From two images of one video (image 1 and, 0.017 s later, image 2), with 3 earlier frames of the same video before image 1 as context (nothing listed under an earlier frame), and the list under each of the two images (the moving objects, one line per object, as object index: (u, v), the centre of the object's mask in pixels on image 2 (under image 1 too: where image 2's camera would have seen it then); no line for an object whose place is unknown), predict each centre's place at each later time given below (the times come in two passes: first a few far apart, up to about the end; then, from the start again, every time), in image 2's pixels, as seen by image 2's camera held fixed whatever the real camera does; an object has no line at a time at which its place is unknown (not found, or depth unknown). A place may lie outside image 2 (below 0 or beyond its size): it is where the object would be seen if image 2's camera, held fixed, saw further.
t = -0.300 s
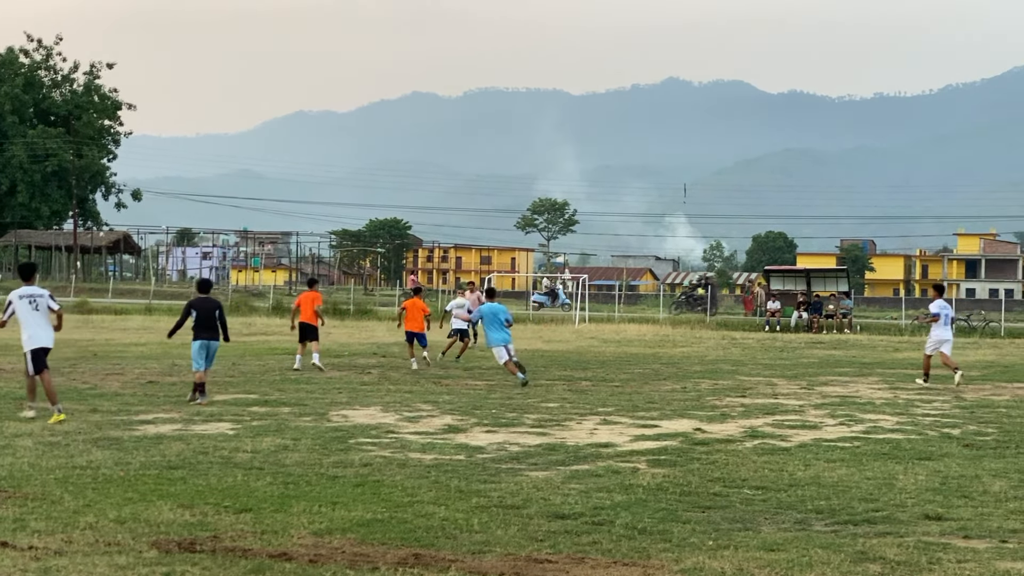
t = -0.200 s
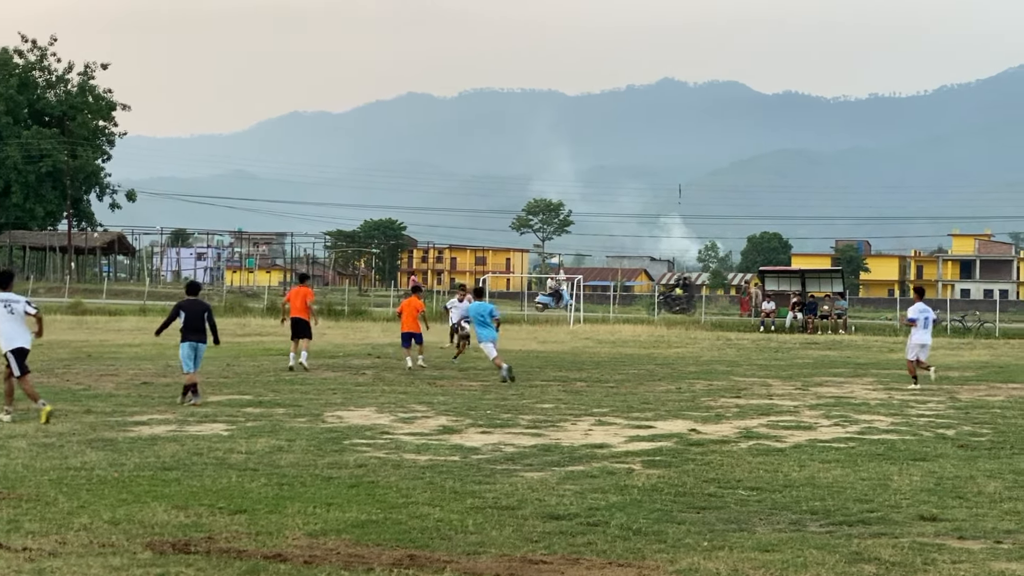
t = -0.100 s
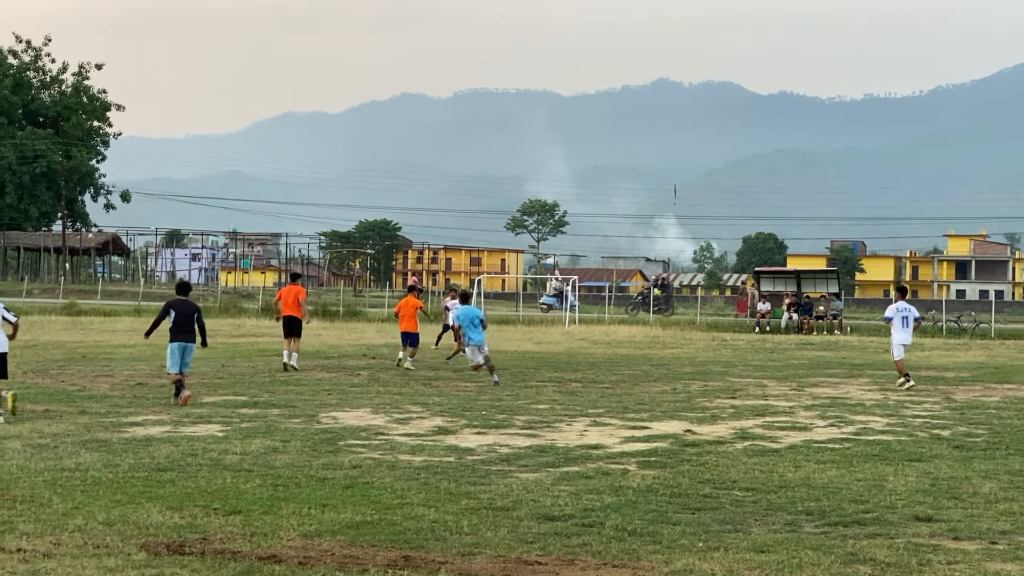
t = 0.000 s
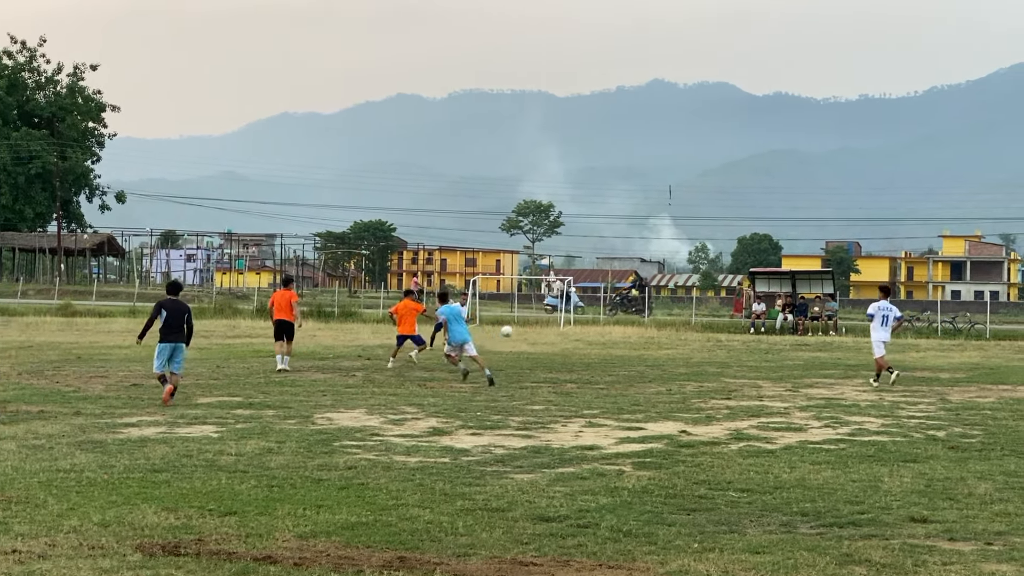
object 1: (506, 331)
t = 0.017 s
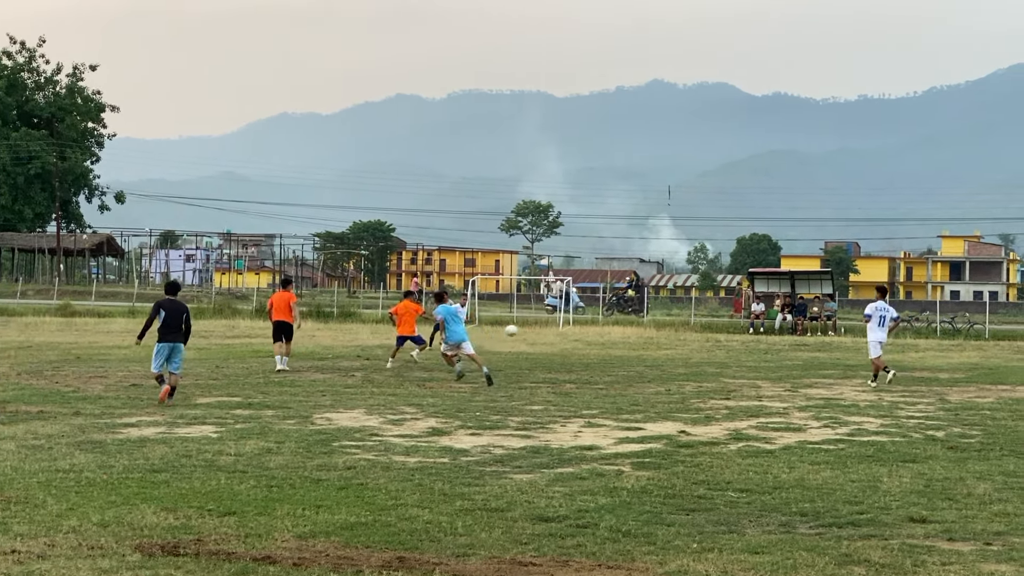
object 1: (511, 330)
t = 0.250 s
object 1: (586, 332)
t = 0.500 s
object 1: (677, 366)
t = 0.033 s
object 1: (516, 330)
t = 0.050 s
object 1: (521, 329)
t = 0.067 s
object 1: (526, 329)
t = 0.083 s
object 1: (532, 328)
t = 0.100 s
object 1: (536, 328)
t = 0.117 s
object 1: (542, 328)
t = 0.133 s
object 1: (547, 328)
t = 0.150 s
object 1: (552, 329)
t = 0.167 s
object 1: (558, 329)
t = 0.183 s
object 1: (563, 329)
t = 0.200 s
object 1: (569, 330)
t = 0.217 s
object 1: (575, 330)
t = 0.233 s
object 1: (580, 331)
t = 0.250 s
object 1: (586, 332)
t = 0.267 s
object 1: (592, 334)
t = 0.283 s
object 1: (597, 335)
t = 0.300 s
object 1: (604, 336)
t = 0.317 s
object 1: (609, 337)
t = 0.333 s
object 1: (615, 339)
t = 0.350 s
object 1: (622, 341)
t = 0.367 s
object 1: (628, 344)
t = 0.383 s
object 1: (633, 346)
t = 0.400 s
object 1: (640, 348)
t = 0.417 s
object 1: (646, 350)
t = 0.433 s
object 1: (652, 353)
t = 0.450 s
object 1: (658, 356)
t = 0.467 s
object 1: (665, 360)
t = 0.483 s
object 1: (671, 363)
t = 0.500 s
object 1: (677, 366)
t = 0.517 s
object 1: (683, 370)
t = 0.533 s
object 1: (689, 372)
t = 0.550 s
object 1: (694, 371)
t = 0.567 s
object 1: (698, 370)
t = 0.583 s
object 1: (702, 369)
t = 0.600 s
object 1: (706, 368)
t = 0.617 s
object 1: (710, 368)
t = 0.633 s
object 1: (715, 367)
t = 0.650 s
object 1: (719, 366)
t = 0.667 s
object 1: (723, 366)
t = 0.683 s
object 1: (728, 366)
